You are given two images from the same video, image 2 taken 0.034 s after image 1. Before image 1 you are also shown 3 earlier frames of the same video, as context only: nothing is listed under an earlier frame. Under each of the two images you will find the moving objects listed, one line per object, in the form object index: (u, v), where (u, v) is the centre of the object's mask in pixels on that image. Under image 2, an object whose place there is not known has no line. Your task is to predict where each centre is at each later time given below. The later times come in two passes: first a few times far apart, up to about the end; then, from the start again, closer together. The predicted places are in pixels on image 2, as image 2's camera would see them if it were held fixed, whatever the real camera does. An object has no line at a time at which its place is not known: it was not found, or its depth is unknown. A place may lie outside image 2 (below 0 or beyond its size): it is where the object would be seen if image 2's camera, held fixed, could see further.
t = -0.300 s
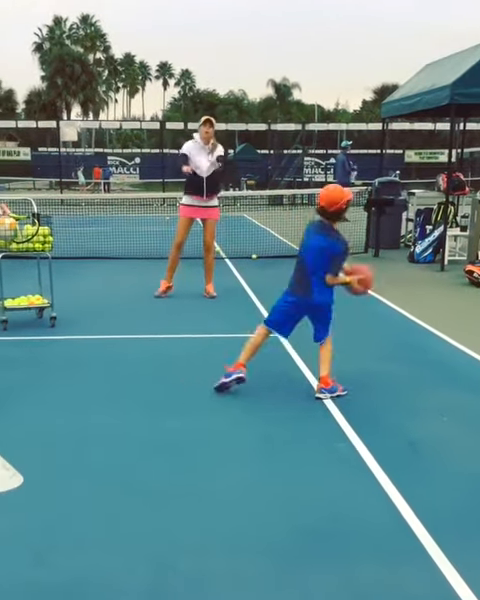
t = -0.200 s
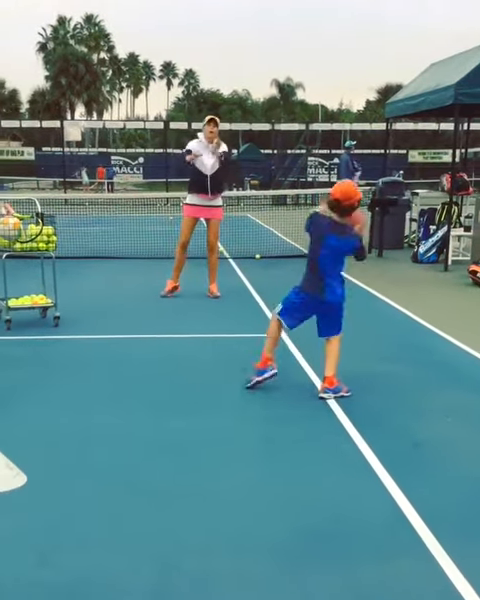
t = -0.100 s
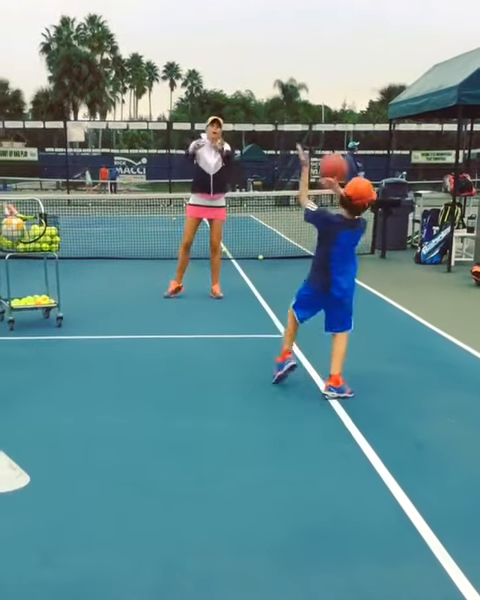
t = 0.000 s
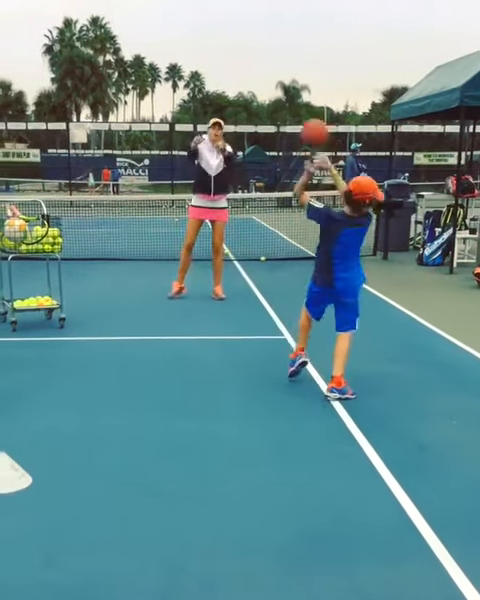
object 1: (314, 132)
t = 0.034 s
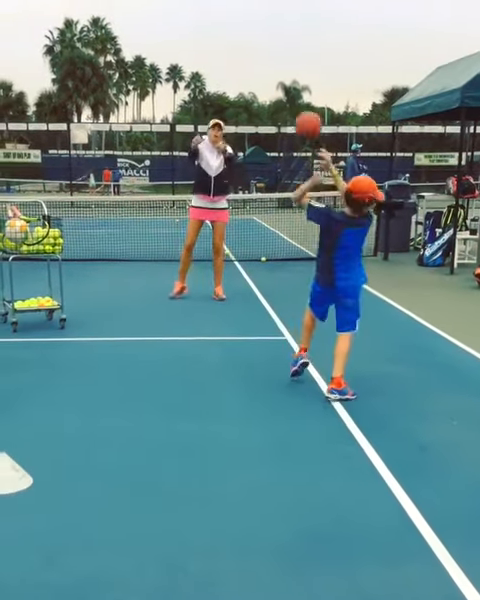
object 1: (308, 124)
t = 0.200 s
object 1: (277, 112)
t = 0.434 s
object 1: (236, 155)
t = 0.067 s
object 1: (301, 118)
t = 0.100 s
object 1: (295, 114)
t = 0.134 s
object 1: (288, 112)
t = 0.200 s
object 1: (277, 112)
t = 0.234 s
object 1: (270, 113)
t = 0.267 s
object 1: (264, 117)
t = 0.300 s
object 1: (258, 122)
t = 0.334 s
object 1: (253, 128)
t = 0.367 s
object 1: (247, 136)
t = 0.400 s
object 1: (241, 145)
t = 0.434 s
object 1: (236, 155)
